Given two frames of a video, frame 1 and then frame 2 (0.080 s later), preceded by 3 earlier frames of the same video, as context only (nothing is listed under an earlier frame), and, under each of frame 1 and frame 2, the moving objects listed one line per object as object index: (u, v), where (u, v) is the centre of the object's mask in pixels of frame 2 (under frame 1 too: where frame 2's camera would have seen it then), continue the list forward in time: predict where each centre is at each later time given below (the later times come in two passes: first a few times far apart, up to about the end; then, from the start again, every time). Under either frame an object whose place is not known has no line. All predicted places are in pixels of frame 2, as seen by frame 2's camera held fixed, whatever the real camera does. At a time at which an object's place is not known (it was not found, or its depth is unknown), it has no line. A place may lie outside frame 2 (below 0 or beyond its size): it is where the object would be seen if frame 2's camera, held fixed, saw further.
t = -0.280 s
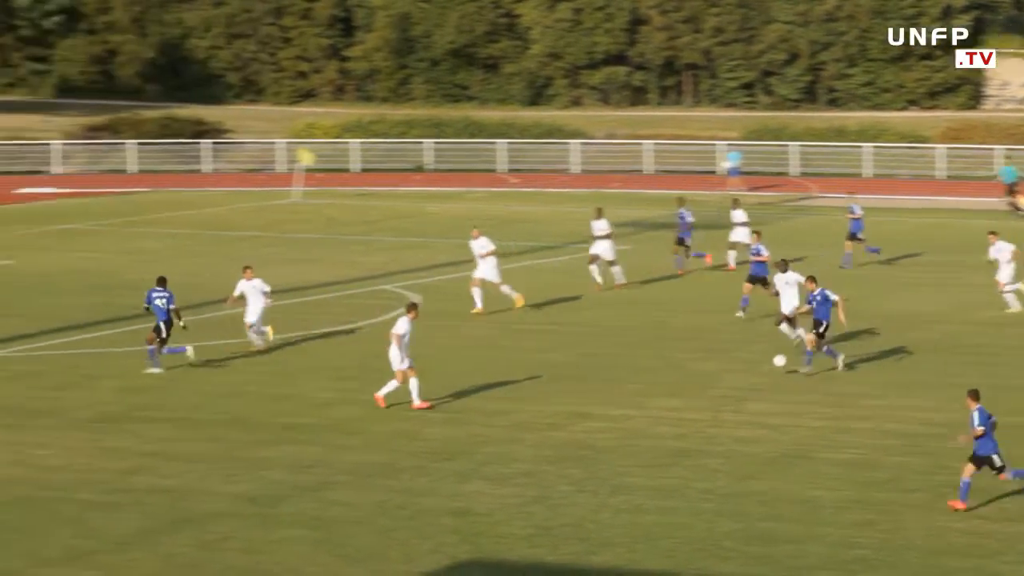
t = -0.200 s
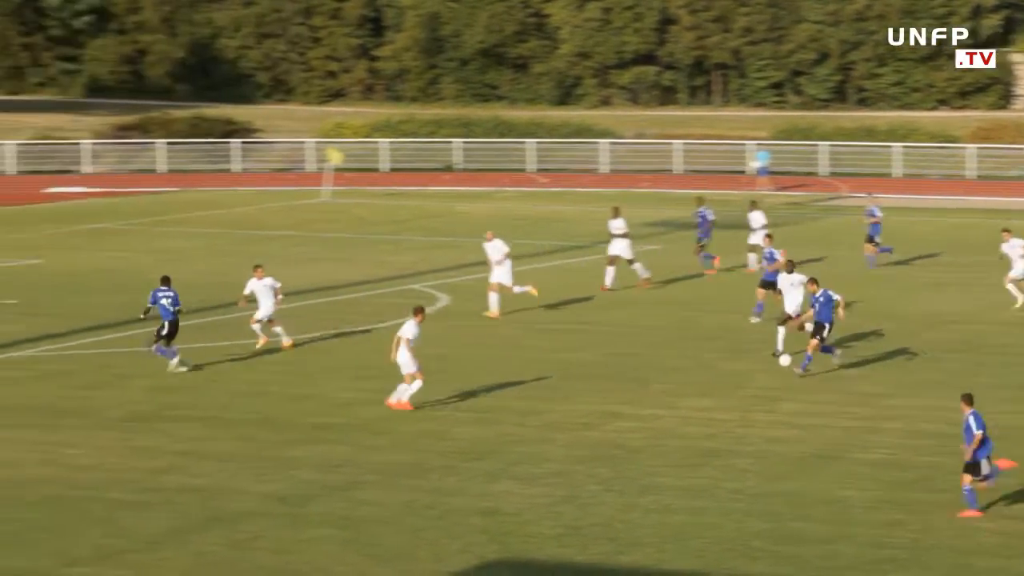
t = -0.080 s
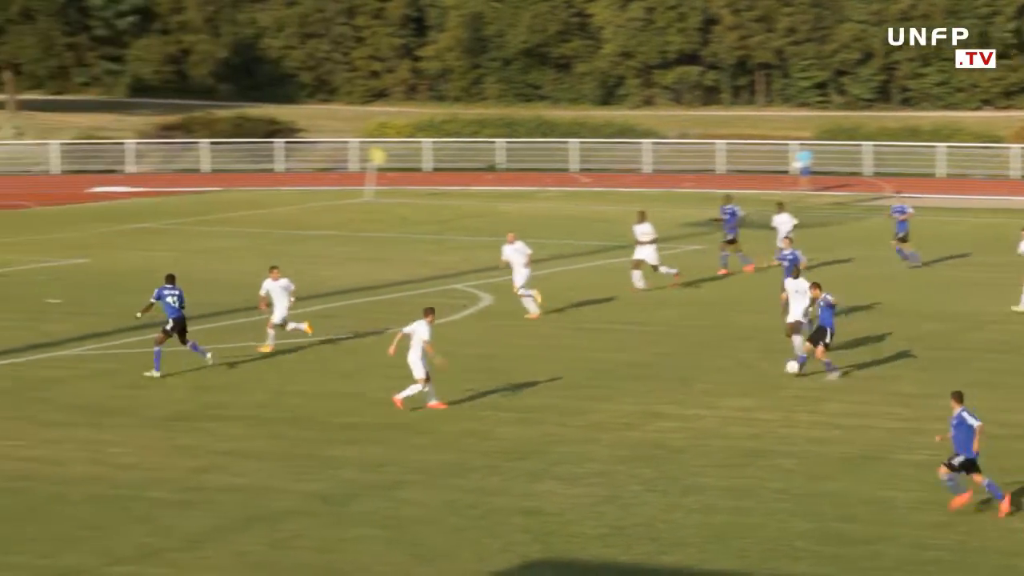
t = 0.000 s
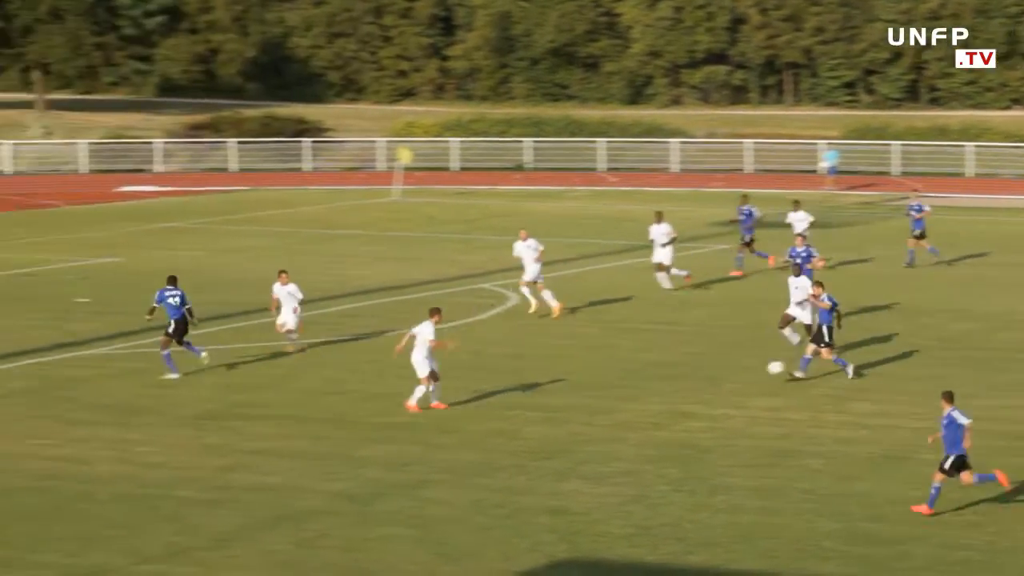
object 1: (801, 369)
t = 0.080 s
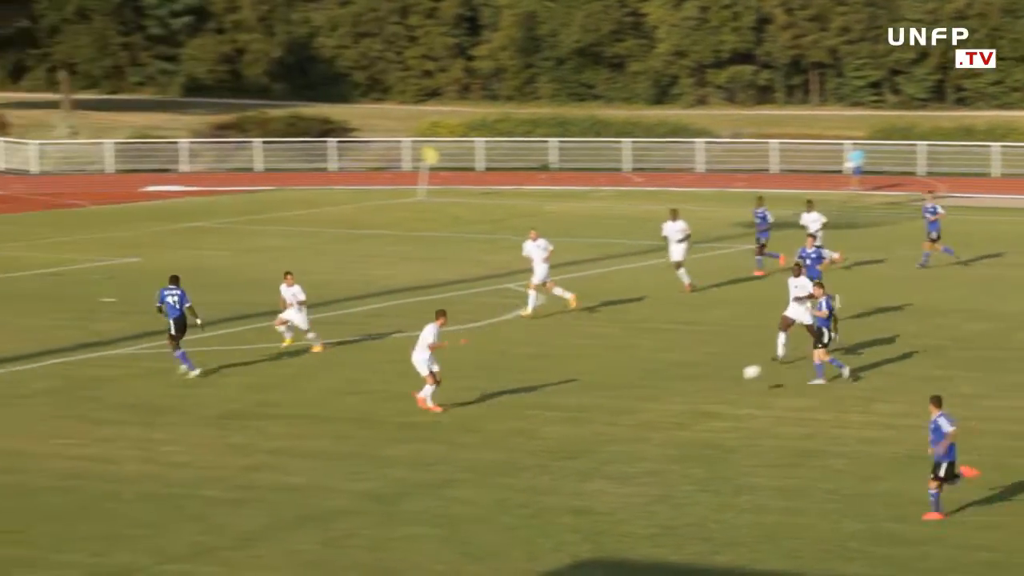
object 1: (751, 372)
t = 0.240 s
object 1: (652, 395)
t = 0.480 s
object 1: (524, 418)
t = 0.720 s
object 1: (421, 429)
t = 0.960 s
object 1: (325, 440)
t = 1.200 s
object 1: (230, 460)
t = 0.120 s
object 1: (726, 376)
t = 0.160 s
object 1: (702, 381)
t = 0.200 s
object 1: (677, 387)
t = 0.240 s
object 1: (652, 395)
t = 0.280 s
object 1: (628, 404)
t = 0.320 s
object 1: (606, 408)
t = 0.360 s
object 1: (585, 408)
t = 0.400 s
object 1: (564, 410)
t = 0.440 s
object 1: (545, 414)
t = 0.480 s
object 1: (524, 418)
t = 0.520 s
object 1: (504, 424)
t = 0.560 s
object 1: (487, 423)
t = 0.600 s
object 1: (471, 423)
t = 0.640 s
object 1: (454, 423)
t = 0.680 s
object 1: (437, 425)
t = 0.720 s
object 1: (421, 429)
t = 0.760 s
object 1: (405, 434)
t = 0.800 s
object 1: (389, 440)
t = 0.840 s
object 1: (373, 446)
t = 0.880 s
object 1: (357, 444)
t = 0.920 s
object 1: (341, 442)
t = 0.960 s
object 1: (325, 440)
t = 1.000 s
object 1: (309, 440)
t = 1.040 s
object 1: (293, 442)
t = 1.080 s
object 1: (278, 444)
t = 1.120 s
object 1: (263, 448)
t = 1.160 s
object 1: (247, 454)
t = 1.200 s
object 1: (230, 460)
